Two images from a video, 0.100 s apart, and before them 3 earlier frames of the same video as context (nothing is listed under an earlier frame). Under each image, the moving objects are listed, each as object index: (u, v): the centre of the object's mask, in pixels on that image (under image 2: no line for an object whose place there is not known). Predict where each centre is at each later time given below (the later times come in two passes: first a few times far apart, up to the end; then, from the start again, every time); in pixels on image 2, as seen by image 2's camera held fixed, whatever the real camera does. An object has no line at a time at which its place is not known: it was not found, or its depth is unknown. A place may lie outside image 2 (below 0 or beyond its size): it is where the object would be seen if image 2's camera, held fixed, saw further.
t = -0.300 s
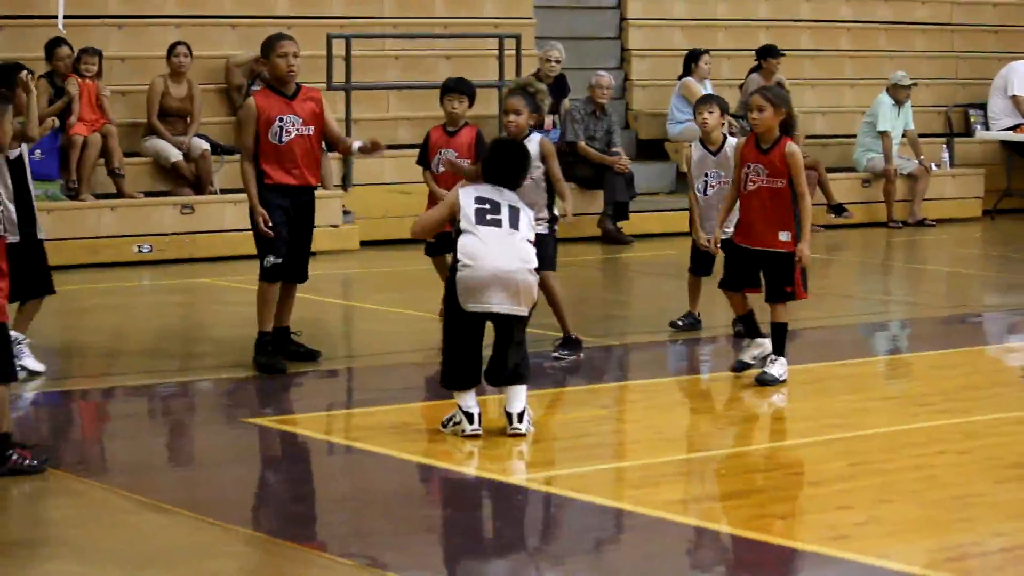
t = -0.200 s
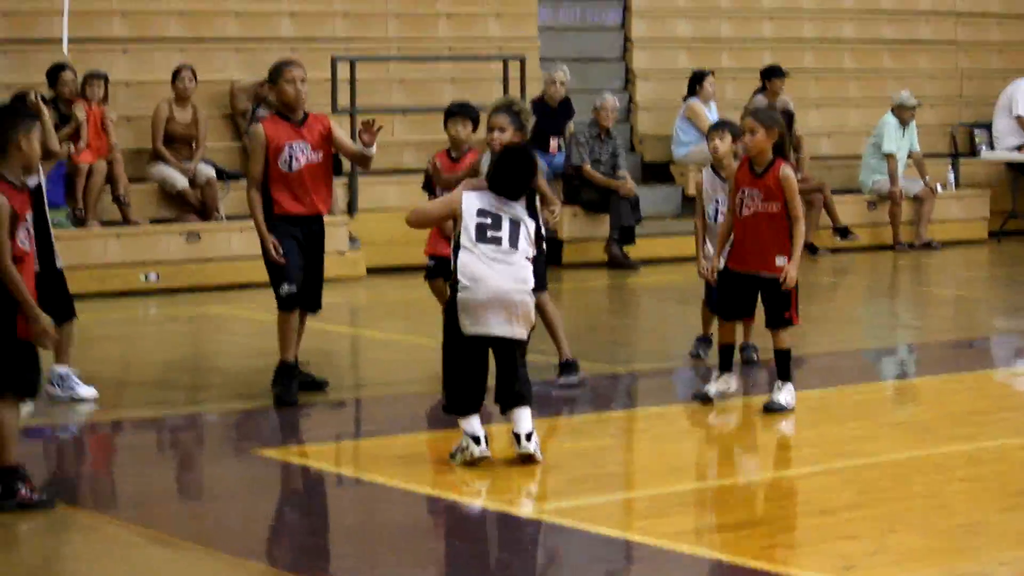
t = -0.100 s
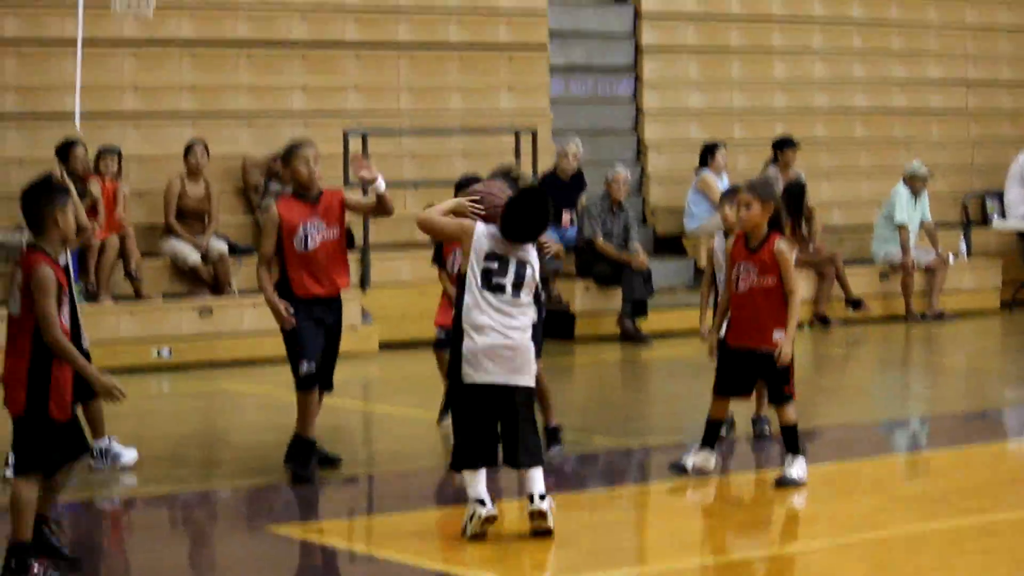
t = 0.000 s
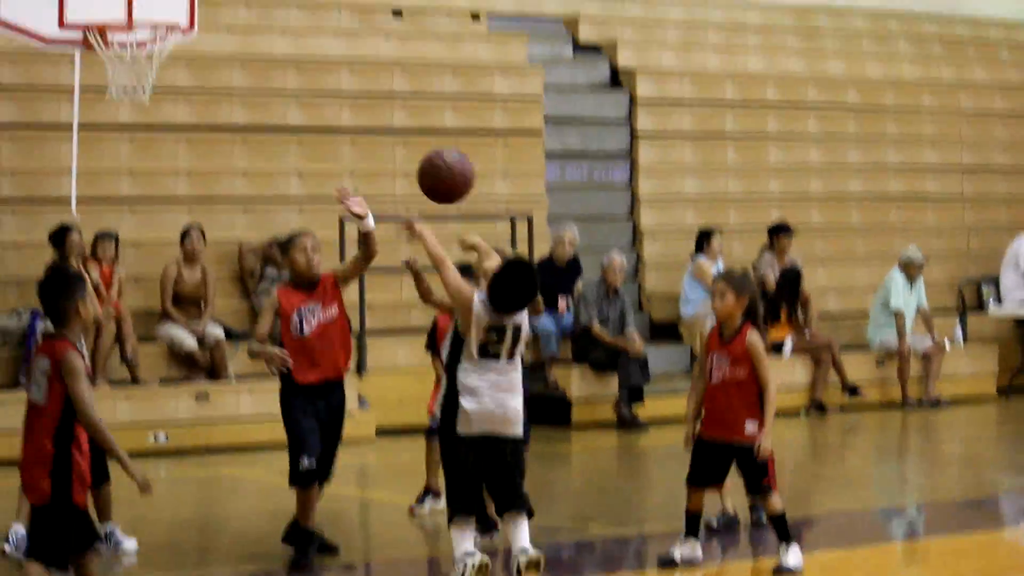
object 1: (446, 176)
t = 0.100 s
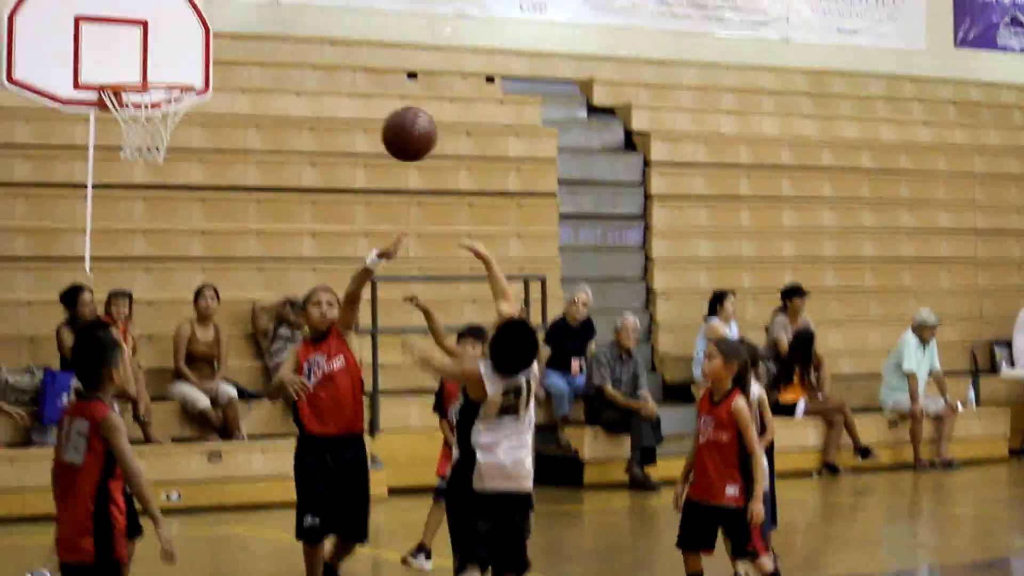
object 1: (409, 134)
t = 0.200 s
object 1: (362, 57)
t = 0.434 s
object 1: (263, -11)
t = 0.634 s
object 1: (188, 20)
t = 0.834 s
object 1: (151, 44)
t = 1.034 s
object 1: (183, 28)
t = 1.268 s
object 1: (226, 117)
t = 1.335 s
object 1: (238, 164)
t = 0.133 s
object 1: (393, 104)
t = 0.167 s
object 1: (377, 80)
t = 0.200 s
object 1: (362, 57)
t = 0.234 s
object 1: (344, 38)
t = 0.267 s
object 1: (329, 25)
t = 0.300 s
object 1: (316, 14)
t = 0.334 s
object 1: (303, 5)
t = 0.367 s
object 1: (289, -2)
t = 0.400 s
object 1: (275, -8)
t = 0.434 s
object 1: (263, -11)
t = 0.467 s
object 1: (249, -11)
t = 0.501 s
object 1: (236, -9)
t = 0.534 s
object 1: (224, -7)
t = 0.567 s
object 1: (213, 2)
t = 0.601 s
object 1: (201, 10)
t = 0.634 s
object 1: (188, 20)
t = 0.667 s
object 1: (177, 34)
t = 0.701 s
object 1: (166, 49)
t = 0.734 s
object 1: (155, 64)
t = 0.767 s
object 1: (149, 61)
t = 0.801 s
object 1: (147, 53)
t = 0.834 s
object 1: (151, 44)
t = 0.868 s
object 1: (155, 35)
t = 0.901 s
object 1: (161, 29)
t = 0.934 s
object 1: (167, 26)
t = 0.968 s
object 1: (174, 25)
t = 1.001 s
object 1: (178, 25)
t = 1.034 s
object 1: (183, 28)
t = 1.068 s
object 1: (190, 34)
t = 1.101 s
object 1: (196, 43)
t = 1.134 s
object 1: (202, 54)
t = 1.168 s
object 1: (207, 65)
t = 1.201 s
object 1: (214, 81)
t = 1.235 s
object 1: (221, 98)
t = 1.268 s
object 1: (226, 117)
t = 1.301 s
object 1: (232, 139)
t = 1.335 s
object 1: (238, 164)
